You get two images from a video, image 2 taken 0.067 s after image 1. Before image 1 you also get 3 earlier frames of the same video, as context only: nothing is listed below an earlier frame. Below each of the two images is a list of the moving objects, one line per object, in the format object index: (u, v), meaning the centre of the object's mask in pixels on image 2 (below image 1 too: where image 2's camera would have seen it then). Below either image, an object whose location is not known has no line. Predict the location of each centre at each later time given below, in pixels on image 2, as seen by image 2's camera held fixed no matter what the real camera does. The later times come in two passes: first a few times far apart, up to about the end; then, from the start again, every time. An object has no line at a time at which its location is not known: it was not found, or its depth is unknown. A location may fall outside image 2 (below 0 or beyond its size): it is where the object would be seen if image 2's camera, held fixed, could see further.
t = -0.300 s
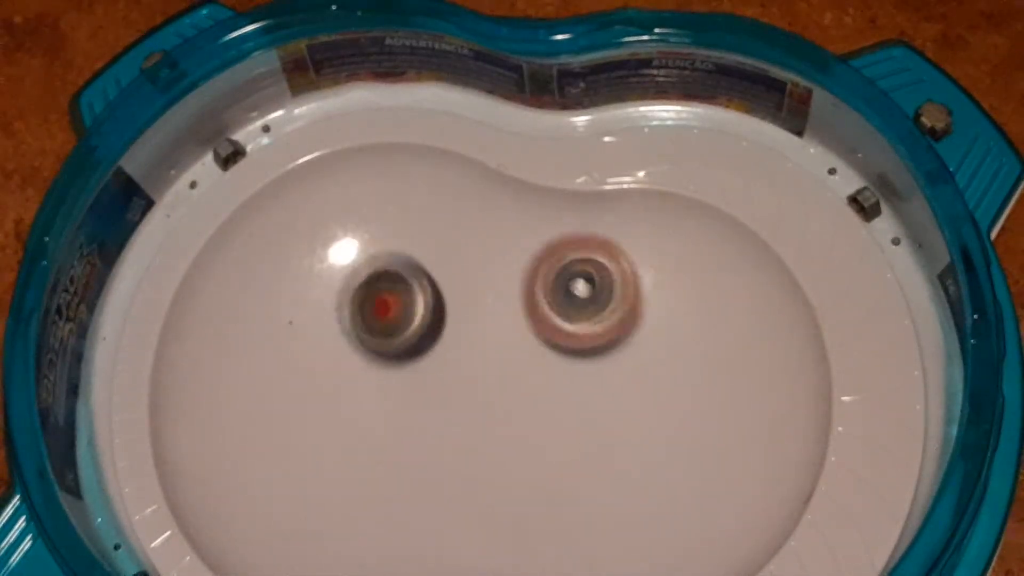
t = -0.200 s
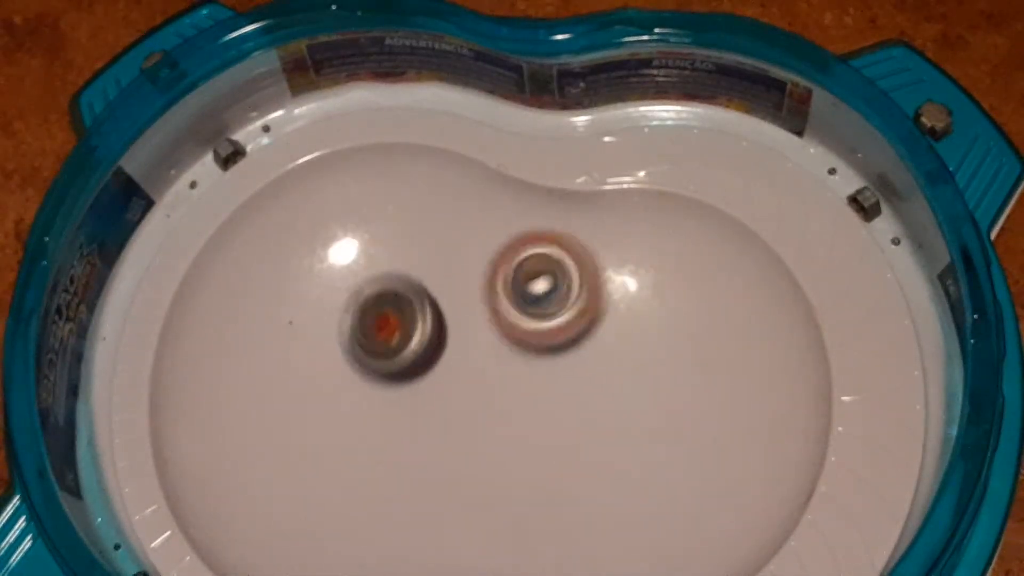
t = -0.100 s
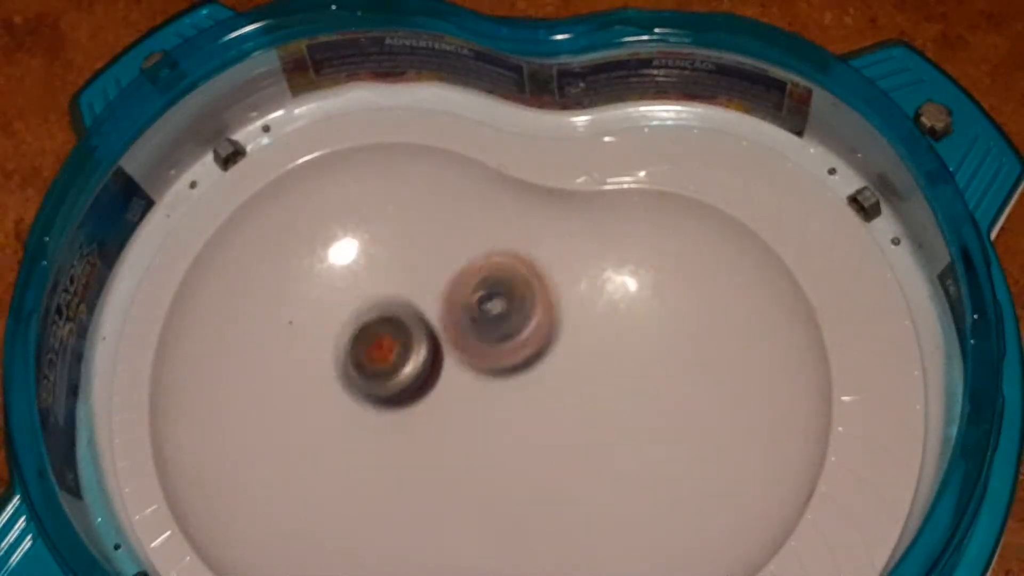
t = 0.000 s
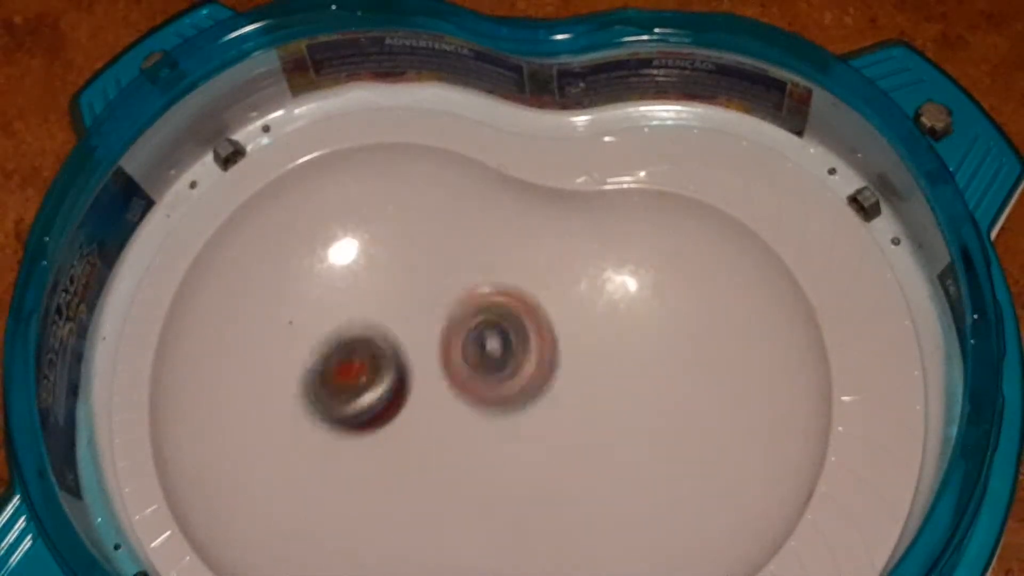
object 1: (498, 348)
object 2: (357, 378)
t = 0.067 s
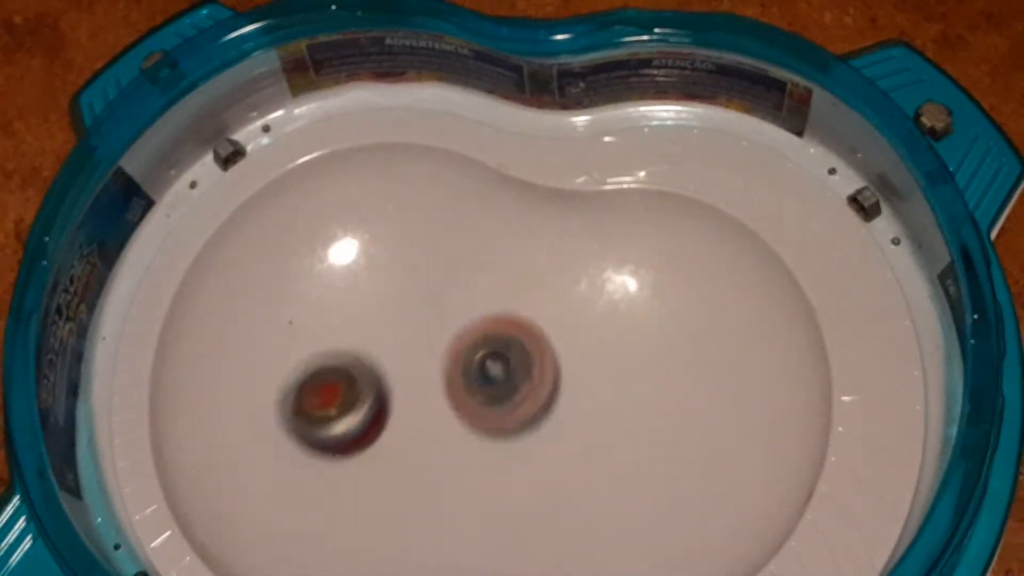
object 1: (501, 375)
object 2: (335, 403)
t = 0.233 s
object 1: (510, 436)
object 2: (299, 450)
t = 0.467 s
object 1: (519, 460)
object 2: (302, 455)
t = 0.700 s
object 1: (510, 387)
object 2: (331, 428)
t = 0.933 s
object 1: (467, 299)
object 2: (387, 389)
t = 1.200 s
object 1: (413, 249)
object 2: (428, 376)
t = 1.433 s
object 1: (332, 339)
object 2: (449, 395)
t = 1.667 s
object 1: (309, 461)
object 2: (447, 415)
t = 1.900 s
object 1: (345, 492)
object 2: (457, 395)
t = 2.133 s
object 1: (378, 439)
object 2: (466, 363)
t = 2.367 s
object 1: (387, 364)
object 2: (499, 363)
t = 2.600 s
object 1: (423, 296)
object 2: (572, 447)
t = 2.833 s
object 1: (420, 296)
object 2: (629, 521)
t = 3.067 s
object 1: (414, 336)
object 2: (640, 511)
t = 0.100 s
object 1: (504, 389)
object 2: (326, 414)
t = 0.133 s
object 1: (505, 401)
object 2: (318, 426)
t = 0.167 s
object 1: (508, 415)
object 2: (310, 435)
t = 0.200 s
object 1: (507, 426)
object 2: (303, 443)
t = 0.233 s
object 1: (510, 436)
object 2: (299, 450)
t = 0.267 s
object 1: (510, 447)
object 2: (297, 453)
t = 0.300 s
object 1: (511, 454)
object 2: (296, 455)
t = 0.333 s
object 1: (514, 461)
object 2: (297, 457)
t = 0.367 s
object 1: (514, 465)
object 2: (298, 458)
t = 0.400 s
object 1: (518, 466)
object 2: (299, 458)
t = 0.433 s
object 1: (517, 466)
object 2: (301, 457)
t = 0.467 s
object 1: (519, 460)
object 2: (302, 455)
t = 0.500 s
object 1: (521, 457)
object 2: (304, 452)
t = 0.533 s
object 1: (520, 448)
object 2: (307, 449)
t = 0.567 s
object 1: (521, 437)
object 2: (310, 445)
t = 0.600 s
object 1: (519, 428)
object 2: (315, 440)
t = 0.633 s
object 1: (518, 412)
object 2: (320, 437)
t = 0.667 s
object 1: (515, 402)
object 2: (324, 433)
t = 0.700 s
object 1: (510, 387)
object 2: (331, 428)
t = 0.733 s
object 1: (509, 374)
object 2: (337, 424)
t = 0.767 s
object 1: (501, 361)
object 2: (343, 420)
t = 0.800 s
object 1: (498, 344)
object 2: (352, 414)
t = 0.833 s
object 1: (490, 334)
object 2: (360, 407)
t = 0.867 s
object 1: (481, 320)
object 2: (369, 402)
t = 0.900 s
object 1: (474, 309)
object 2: (379, 396)
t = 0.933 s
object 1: (467, 299)
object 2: (387, 389)
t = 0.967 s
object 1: (465, 287)
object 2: (392, 385)
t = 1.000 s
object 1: (460, 277)
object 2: (398, 382)
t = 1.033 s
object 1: (454, 264)
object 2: (403, 379)
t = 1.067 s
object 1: (451, 253)
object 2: (409, 377)
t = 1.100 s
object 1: (444, 249)
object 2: (414, 376)
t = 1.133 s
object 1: (433, 245)
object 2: (419, 375)
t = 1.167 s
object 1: (425, 243)
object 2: (424, 375)
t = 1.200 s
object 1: (413, 249)
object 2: (428, 376)
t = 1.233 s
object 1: (399, 253)
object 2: (433, 377)
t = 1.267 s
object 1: (389, 263)
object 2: (436, 379)
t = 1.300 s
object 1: (374, 276)
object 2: (440, 382)
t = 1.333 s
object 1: (363, 288)
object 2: (443, 384)
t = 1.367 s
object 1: (354, 305)
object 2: (446, 388)
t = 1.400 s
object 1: (341, 324)
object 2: (448, 392)
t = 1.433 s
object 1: (332, 339)
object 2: (449, 395)
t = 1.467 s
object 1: (324, 359)
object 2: (450, 399)
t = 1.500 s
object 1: (316, 379)
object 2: (451, 403)
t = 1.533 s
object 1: (312, 395)
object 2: (451, 405)
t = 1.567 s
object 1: (307, 414)
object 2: (450, 408)
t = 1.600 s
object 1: (305, 431)
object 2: (450, 411)
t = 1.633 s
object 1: (308, 445)
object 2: (449, 413)
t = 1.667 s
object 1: (309, 461)
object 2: (447, 415)
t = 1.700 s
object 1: (312, 470)
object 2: (444, 416)
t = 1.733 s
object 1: (323, 479)
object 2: (442, 417)
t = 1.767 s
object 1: (330, 487)
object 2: (439, 416)
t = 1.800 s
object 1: (338, 488)
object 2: (435, 415)
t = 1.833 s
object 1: (340, 493)
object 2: (442, 409)
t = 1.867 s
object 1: (339, 494)
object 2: (452, 401)
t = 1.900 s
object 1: (345, 492)
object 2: (457, 395)
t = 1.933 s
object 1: (355, 495)
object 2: (459, 391)
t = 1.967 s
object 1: (353, 493)
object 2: (459, 386)
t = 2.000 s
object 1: (356, 479)
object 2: (460, 381)
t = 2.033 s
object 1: (369, 469)
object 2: (461, 376)
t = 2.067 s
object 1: (375, 464)
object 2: (462, 372)
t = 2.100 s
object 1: (378, 452)
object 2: (463, 368)
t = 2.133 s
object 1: (378, 439)
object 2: (466, 363)
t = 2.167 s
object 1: (372, 422)
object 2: (474, 358)
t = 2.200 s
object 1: (379, 409)
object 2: (478, 356)
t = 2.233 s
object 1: (382, 398)
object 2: (480, 356)
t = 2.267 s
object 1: (382, 387)
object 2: (484, 355)
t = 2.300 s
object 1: (380, 379)
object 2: (490, 358)
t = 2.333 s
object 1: (381, 370)
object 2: (495, 361)
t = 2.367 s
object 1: (387, 364)
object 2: (499, 363)
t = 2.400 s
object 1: (394, 359)
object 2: (503, 367)
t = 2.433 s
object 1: (399, 345)
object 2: (513, 378)
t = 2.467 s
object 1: (400, 332)
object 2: (525, 390)
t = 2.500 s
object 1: (403, 317)
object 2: (538, 404)
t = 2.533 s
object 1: (411, 307)
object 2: (548, 417)
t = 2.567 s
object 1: (418, 300)
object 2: (561, 432)
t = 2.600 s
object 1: (423, 296)
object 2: (572, 447)
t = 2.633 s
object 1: (427, 293)
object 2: (583, 463)
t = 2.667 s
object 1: (429, 292)
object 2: (593, 477)
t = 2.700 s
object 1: (429, 292)
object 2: (602, 492)
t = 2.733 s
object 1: (428, 294)
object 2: (612, 503)
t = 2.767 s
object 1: (426, 296)
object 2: (619, 514)
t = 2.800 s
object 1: (423, 296)
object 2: (624, 518)
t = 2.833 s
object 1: (420, 296)
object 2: (629, 521)
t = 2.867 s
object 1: (419, 296)
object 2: (631, 522)
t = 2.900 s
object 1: (417, 299)
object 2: (635, 523)
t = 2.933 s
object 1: (416, 304)
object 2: (636, 522)
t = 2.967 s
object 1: (417, 309)
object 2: (639, 520)
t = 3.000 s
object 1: (416, 317)
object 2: (639, 518)
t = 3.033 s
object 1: (415, 326)
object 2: (640, 515)
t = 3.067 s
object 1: (414, 336)
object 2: (640, 511)
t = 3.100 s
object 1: (414, 347)
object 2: (642, 508)
